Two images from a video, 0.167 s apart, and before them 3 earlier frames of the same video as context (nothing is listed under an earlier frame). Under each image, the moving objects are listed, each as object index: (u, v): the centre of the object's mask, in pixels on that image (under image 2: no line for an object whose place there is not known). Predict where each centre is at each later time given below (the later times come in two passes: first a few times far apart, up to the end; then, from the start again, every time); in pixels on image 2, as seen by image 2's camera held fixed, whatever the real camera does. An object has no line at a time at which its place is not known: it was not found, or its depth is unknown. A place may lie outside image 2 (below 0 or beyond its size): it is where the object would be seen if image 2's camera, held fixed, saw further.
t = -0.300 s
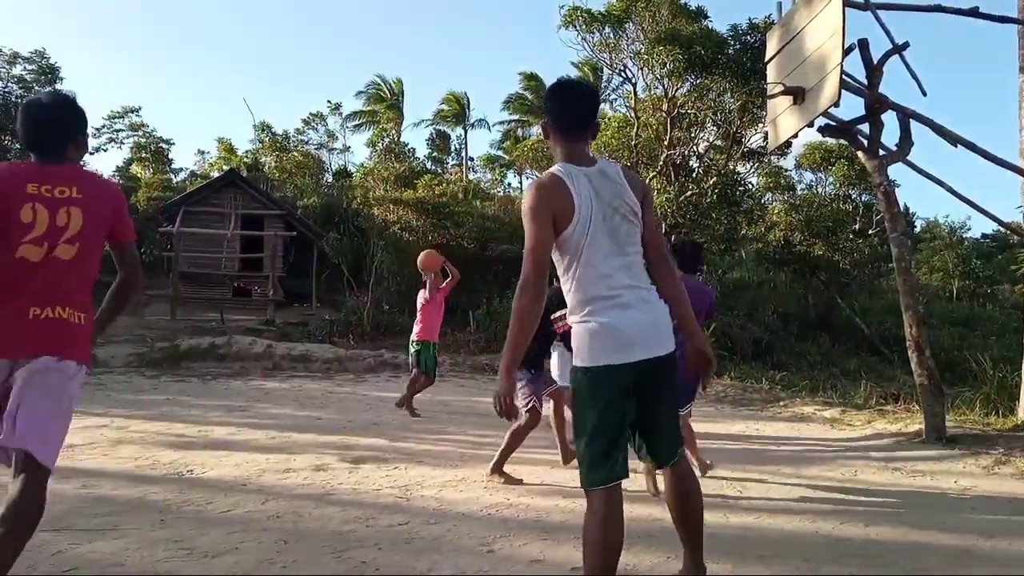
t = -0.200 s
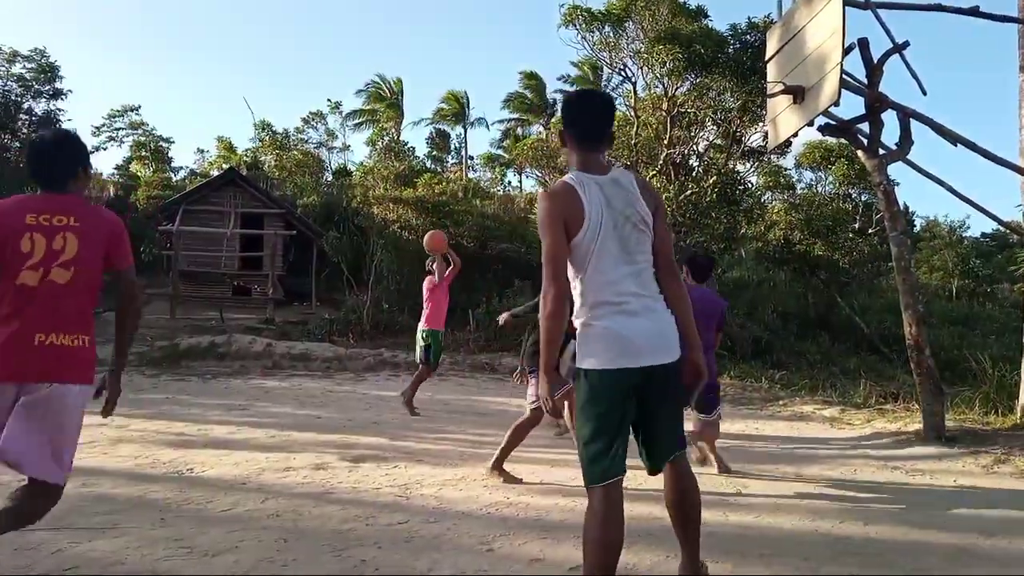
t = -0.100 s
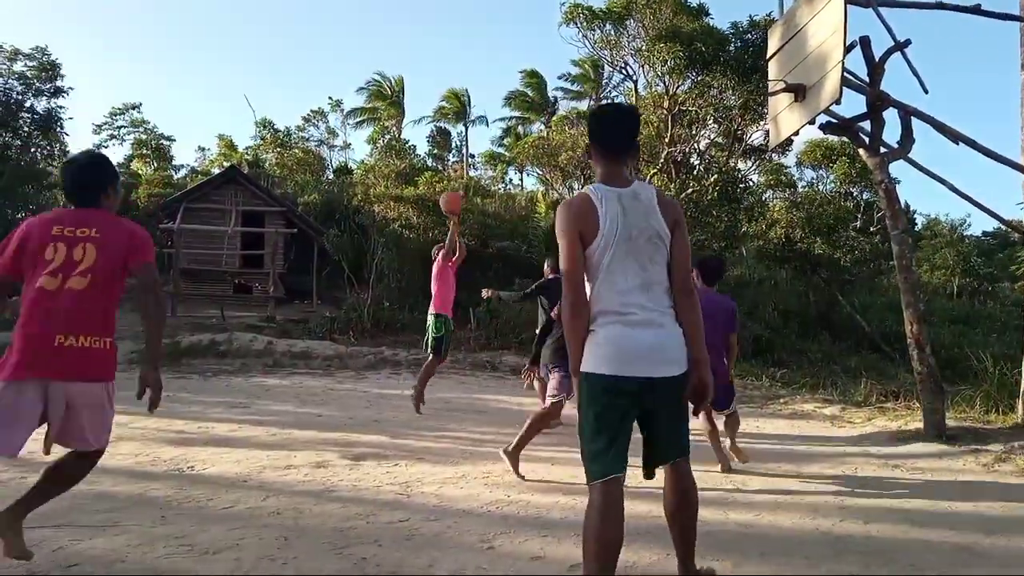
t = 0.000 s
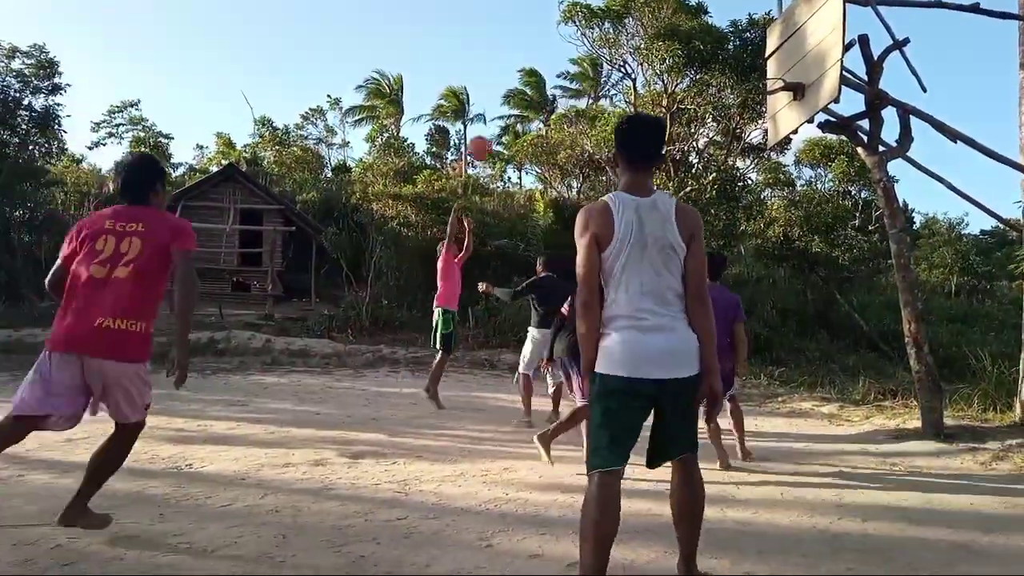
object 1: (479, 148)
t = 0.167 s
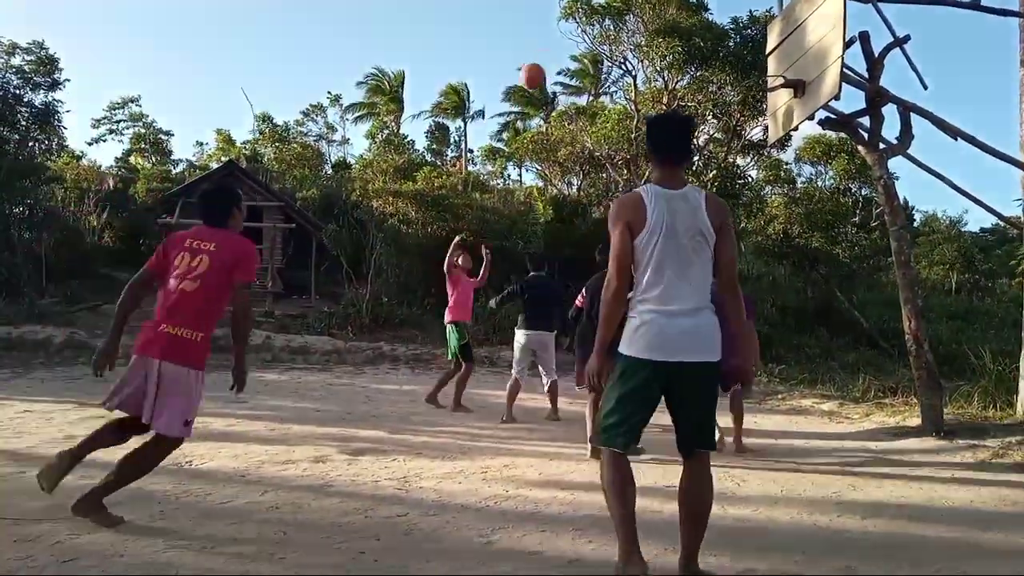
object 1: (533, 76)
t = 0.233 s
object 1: (554, 55)
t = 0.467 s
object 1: (636, 15)
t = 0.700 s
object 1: (726, 38)
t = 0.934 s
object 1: (776, 68)
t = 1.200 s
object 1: (747, 93)
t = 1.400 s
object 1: (715, 162)
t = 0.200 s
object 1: (543, 65)
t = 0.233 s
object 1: (554, 55)
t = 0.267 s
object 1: (565, 46)
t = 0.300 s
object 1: (576, 38)
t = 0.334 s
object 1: (588, 31)
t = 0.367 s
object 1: (600, 27)
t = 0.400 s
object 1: (612, 22)
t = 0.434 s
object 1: (624, 16)
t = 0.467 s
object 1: (636, 15)
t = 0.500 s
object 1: (648, 15)
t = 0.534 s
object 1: (660, 15)
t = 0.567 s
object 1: (673, 16)
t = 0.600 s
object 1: (685, 20)
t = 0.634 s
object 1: (699, 24)
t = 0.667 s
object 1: (712, 30)
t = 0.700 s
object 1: (726, 38)
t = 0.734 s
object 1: (740, 47)
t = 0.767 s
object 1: (754, 58)
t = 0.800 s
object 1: (766, 68)
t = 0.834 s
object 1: (769, 67)
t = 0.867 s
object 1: (771, 67)
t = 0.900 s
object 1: (774, 68)
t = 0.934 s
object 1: (776, 68)
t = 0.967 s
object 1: (778, 69)
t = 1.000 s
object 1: (779, 70)
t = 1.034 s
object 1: (773, 71)
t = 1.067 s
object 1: (767, 73)
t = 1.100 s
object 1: (762, 75)
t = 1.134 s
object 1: (757, 79)
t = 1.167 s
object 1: (751, 86)
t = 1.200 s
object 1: (747, 93)
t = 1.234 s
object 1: (740, 101)
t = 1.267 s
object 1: (735, 111)
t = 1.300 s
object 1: (730, 123)
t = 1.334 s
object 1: (724, 134)
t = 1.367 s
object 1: (720, 146)
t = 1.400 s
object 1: (715, 162)
